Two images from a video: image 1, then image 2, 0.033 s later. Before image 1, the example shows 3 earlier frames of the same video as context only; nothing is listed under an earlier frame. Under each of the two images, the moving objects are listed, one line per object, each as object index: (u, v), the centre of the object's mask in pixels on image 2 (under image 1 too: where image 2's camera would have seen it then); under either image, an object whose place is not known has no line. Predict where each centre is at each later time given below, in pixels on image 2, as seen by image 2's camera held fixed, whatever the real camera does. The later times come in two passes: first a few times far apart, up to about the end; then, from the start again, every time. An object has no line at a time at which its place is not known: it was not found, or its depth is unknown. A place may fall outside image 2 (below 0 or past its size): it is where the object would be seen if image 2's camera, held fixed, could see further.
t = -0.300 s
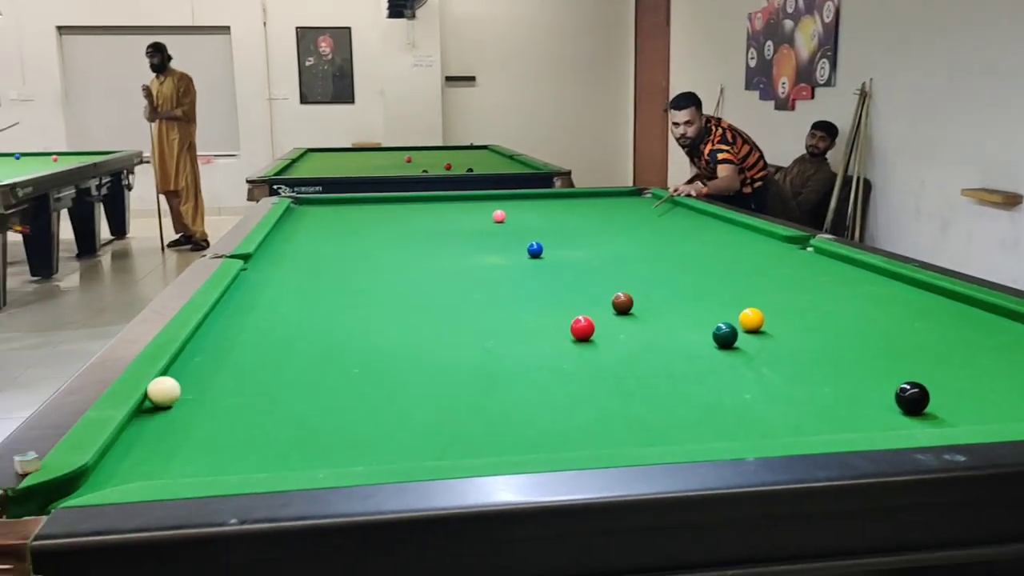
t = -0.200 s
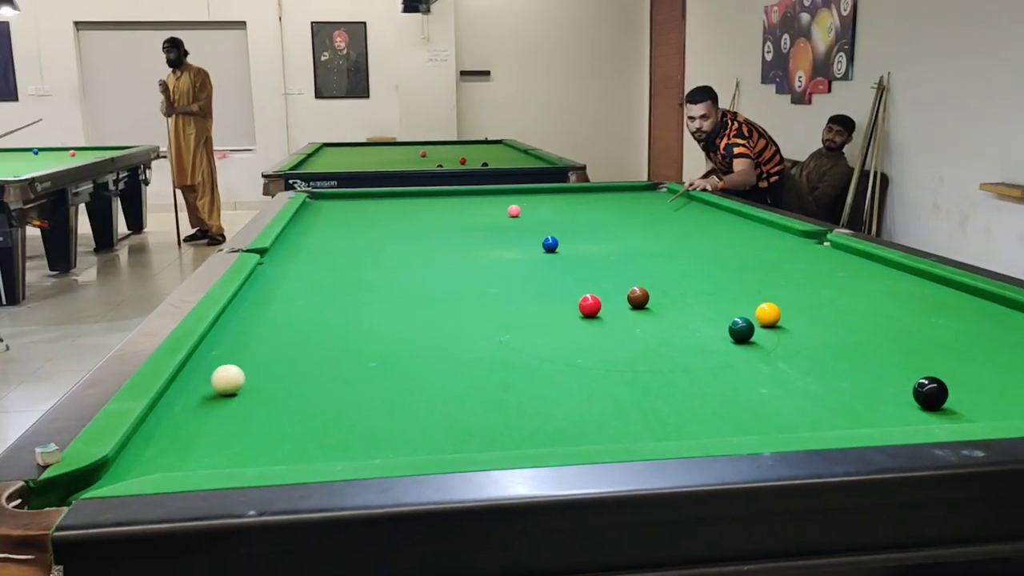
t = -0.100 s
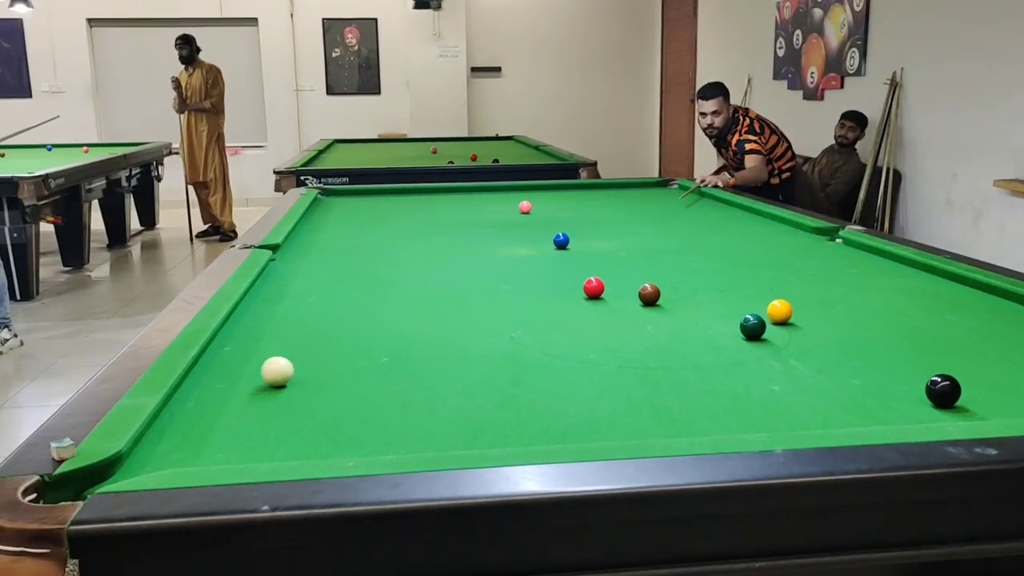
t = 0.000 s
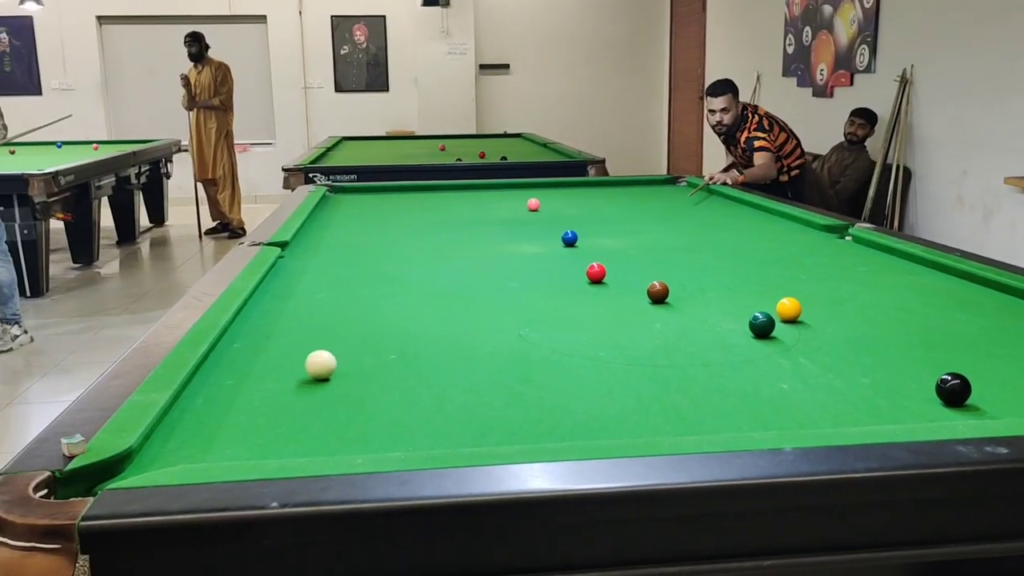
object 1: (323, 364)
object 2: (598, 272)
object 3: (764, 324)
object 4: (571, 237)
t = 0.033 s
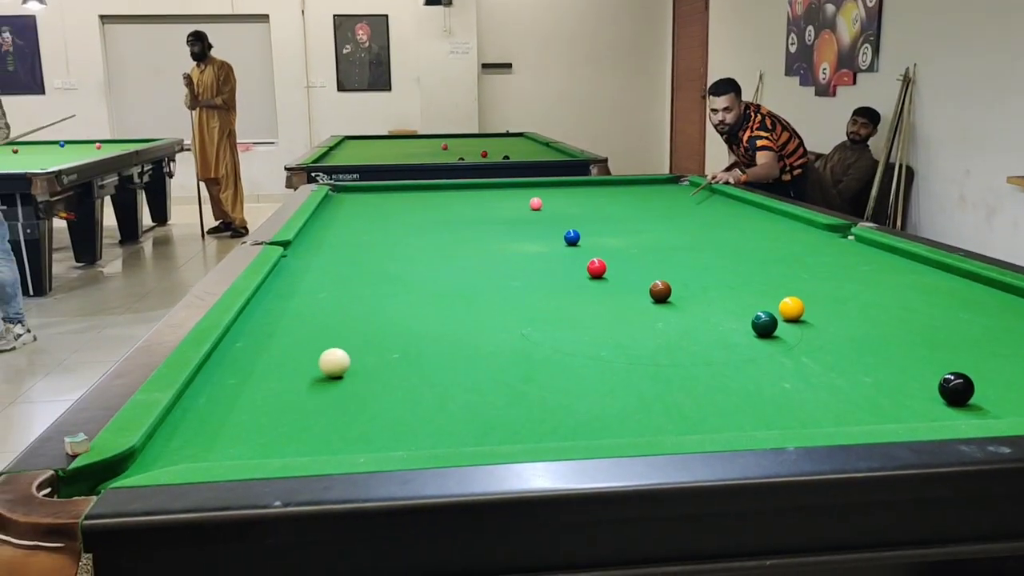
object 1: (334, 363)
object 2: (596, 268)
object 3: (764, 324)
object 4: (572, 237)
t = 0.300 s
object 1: (417, 354)
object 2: (584, 243)
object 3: (764, 324)
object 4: (571, 237)
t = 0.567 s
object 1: (491, 346)
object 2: (617, 232)
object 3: (764, 324)
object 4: (535, 230)
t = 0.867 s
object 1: (565, 339)
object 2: (651, 222)
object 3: (764, 324)
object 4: (498, 222)
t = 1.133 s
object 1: (623, 333)
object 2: (677, 215)
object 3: (764, 324)
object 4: (470, 216)
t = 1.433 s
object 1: (680, 328)
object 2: (702, 208)
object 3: (764, 324)
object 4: (443, 210)
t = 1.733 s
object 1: (730, 323)
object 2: (724, 202)
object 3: (764, 324)
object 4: (419, 205)
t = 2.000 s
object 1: (744, 319)
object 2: (729, 198)
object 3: (785, 324)
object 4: (401, 201)
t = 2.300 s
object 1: (750, 315)
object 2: (703, 195)
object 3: (806, 325)
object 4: (382, 197)
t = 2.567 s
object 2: (682, 194)
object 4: (367, 194)
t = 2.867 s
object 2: (662, 193)
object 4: (352, 191)
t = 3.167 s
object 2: (644, 191)
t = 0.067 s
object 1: (345, 362)
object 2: (594, 265)
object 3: (764, 324)
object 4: (572, 237)
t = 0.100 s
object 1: (356, 360)
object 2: (593, 261)
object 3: (764, 324)
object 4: (572, 237)
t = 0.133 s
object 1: (366, 359)
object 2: (591, 258)
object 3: (764, 324)
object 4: (572, 237)
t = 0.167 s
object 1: (377, 358)
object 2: (589, 254)
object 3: (764, 324)
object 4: (572, 237)
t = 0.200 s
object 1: (387, 357)
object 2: (588, 251)
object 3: (764, 324)
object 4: (572, 237)
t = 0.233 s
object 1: (398, 356)
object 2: (587, 249)
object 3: (764, 324)
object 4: (572, 237)
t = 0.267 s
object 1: (407, 355)
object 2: (585, 246)
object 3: (764, 324)
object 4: (571, 237)
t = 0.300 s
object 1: (417, 354)
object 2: (584, 243)
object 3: (764, 324)
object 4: (571, 237)
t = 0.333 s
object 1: (427, 353)
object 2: (582, 240)
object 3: (764, 324)
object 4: (570, 237)
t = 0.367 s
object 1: (437, 352)
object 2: (587, 239)
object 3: (764, 324)
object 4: (566, 236)
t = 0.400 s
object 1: (446, 351)
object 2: (593, 238)
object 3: (764, 324)
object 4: (560, 235)
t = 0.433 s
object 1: (455, 350)
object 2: (599, 237)
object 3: (764, 324)
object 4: (554, 234)
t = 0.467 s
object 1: (464, 349)
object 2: (604, 236)
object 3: (764, 324)
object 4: (549, 233)
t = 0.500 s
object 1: (473, 348)
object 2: (608, 234)
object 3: (764, 324)
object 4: (544, 231)
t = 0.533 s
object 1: (482, 347)
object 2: (612, 233)
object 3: (764, 324)
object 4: (539, 231)
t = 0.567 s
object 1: (491, 346)
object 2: (617, 232)
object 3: (764, 324)
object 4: (535, 230)
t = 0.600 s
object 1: (500, 345)
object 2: (621, 231)
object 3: (764, 324)
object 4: (530, 229)
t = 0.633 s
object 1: (508, 345)
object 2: (625, 230)
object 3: (764, 324)
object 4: (526, 228)
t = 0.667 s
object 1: (517, 343)
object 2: (629, 229)
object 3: (764, 324)
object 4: (522, 227)
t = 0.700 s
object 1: (525, 343)
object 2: (633, 227)
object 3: (764, 324)
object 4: (518, 226)
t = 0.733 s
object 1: (533, 342)
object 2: (636, 226)
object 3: (764, 324)
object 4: (514, 225)
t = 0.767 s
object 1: (542, 341)
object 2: (640, 225)
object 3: (764, 324)
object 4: (509, 225)
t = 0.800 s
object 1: (549, 340)
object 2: (644, 224)
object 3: (764, 324)
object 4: (506, 224)
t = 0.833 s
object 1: (557, 339)
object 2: (648, 223)
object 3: (764, 324)
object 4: (502, 223)
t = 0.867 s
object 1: (565, 339)
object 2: (651, 222)
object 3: (764, 324)
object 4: (498, 222)
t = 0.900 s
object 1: (572, 338)
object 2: (654, 221)
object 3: (764, 324)
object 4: (494, 221)
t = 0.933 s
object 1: (580, 337)
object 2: (658, 220)
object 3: (764, 324)
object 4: (491, 221)
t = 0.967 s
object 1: (588, 336)
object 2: (661, 219)
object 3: (764, 324)
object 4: (487, 220)
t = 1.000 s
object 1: (595, 336)
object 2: (664, 219)
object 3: (764, 324)
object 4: (483, 219)
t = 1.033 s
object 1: (602, 335)
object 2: (668, 218)
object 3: (764, 324)
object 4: (480, 218)
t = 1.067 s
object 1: (609, 335)
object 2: (671, 217)
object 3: (764, 324)
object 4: (477, 218)
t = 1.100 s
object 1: (616, 334)
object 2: (674, 216)
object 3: (764, 324)
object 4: (473, 217)
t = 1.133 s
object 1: (623, 333)
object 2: (677, 215)
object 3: (764, 324)
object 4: (470, 216)
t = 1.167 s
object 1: (630, 332)
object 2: (680, 214)
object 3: (764, 324)
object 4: (467, 216)
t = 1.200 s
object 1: (636, 332)
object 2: (683, 213)
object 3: (764, 324)
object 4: (464, 215)
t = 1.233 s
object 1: (643, 331)
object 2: (686, 213)
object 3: (764, 324)
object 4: (461, 214)
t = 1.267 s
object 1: (649, 331)
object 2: (689, 212)
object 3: (764, 324)
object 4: (457, 213)
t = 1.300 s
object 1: (656, 330)
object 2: (691, 211)
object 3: (764, 324)
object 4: (454, 213)
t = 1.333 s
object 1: (662, 329)
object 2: (694, 210)
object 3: (764, 324)
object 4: (452, 212)
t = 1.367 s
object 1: (668, 329)
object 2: (697, 209)
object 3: (764, 324)
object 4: (449, 211)
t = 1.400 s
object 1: (674, 328)
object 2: (700, 209)
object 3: (764, 324)
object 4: (446, 211)
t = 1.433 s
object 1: (680, 328)
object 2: (702, 208)
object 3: (764, 324)
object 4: (443, 210)
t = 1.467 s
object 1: (686, 327)
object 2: (705, 207)
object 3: (764, 324)
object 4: (440, 210)
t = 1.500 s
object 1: (692, 327)
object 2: (707, 207)
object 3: (764, 324)
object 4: (437, 209)
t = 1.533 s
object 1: (697, 326)
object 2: (710, 206)
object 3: (764, 324)
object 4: (435, 208)
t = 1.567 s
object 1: (703, 325)
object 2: (712, 205)
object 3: (764, 324)
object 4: (432, 208)
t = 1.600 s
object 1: (709, 325)
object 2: (714, 204)
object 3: (764, 324)
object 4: (429, 207)
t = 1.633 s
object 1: (714, 324)
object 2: (717, 203)
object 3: (764, 324)
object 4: (427, 207)
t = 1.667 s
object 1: (719, 324)
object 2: (719, 203)
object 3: (764, 324)
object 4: (424, 206)
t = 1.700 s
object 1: (724, 323)
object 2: (721, 202)
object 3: (764, 324)
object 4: (422, 206)
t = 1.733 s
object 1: (730, 323)
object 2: (724, 202)
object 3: (764, 324)
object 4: (419, 205)
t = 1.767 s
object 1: (735, 322)
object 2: (726, 201)
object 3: (764, 324)
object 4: (417, 205)
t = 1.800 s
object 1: (737, 322)
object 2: (728, 200)
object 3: (767, 324)
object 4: (414, 204)
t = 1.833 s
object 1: (738, 321)
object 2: (730, 200)
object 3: (770, 324)
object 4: (412, 204)
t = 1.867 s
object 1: (740, 321)
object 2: (732, 200)
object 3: (773, 324)
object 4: (410, 203)
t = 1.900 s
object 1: (741, 320)
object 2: (734, 199)
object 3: (776, 324)
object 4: (408, 203)
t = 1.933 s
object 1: (742, 320)
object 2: (735, 198)
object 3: (779, 324)
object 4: (405, 202)
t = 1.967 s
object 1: (743, 319)
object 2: (732, 198)
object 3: (782, 324)
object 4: (403, 201)
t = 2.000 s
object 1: (744, 319)
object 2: (729, 198)
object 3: (785, 324)
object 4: (401, 201)
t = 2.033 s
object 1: (744, 319)
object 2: (726, 197)
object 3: (787, 324)
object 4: (399, 201)
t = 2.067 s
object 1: (745, 318)
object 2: (723, 197)
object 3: (790, 324)
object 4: (397, 200)
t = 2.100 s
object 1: (746, 317)
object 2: (720, 197)
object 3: (793, 324)
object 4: (394, 200)
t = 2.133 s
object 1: (747, 317)
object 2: (717, 197)
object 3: (795, 325)
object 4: (392, 199)
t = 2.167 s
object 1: (747, 317)
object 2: (714, 196)
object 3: (797, 325)
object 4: (390, 199)
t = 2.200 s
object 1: (748, 316)
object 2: (712, 196)
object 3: (800, 325)
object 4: (388, 199)
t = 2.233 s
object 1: (749, 316)
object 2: (709, 196)
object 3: (802, 325)
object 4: (386, 198)
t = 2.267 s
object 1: (750, 316)
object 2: (706, 196)
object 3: (805, 325)
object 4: (384, 198)
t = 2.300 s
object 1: (750, 315)
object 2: (703, 195)
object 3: (806, 325)
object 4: (382, 197)
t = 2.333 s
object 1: (751, 315)
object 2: (701, 195)
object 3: (808, 325)
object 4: (380, 197)
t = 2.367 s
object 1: (751, 314)
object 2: (698, 195)
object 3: (811, 325)
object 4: (378, 196)
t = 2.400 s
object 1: (752, 314)
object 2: (695, 195)
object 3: (813, 325)
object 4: (376, 196)
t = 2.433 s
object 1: (753, 314)
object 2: (693, 194)
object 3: (814, 325)
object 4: (375, 196)
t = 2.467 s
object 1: (753, 314)
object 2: (690, 194)
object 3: (816, 325)
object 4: (373, 195)
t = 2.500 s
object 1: (754, 313)
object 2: (687, 194)
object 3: (818, 325)
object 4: (371, 195)
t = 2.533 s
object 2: (685, 194)
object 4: (369, 195)
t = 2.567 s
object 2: (682, 194)
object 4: (367, 194)
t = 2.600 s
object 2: (680, 194)
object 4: (365, 194)
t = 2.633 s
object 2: (678, 193)
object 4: (363, 193)
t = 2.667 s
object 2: (675, 193)
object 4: (362, 193)
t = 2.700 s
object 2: (673, 193)
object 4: (360, 193)
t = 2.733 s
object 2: (671, 193)
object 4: (359, 193)
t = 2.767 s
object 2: (668, 193)
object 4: (356, 192)
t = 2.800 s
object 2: (666, 193)
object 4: (355, 192)
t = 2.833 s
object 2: (664, 193)
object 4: (353, 192)
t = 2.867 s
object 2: (662, 193)
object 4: (352, 191)
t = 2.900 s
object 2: (659, 192)
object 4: (350, 191)
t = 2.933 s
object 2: (657, 192)
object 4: (349, 191)
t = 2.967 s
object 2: (655, 192)
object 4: (347, 190)
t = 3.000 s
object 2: (653, 192)
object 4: (346, 190)
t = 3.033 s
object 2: (651, 192)
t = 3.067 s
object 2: (649, 191)
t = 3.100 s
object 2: (647, 191)
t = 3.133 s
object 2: (646, 191)
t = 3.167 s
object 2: (644, 191)
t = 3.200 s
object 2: (642, 191)
